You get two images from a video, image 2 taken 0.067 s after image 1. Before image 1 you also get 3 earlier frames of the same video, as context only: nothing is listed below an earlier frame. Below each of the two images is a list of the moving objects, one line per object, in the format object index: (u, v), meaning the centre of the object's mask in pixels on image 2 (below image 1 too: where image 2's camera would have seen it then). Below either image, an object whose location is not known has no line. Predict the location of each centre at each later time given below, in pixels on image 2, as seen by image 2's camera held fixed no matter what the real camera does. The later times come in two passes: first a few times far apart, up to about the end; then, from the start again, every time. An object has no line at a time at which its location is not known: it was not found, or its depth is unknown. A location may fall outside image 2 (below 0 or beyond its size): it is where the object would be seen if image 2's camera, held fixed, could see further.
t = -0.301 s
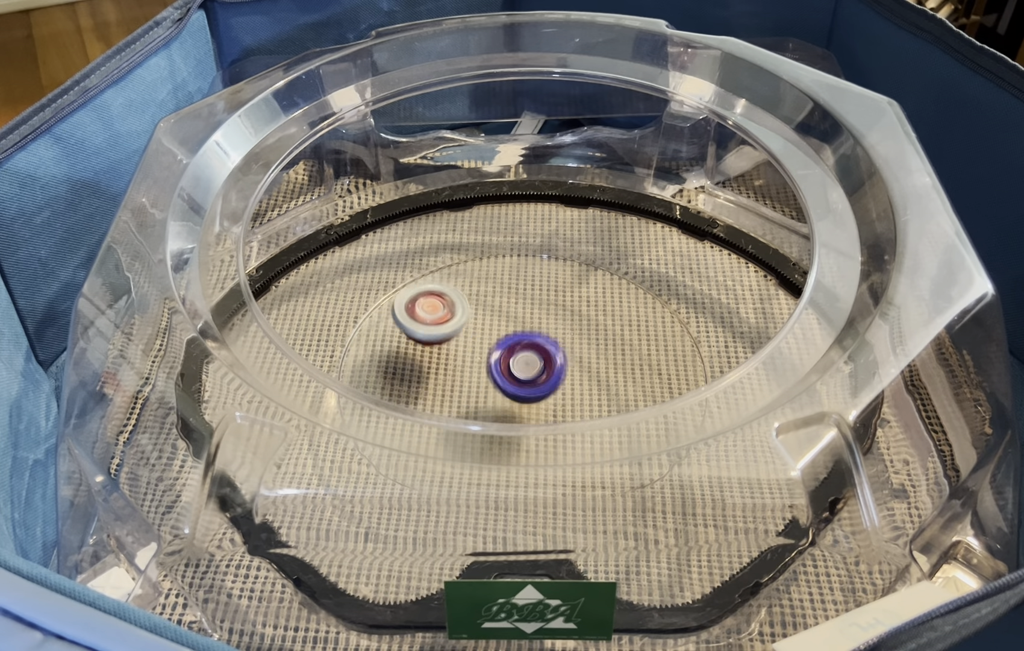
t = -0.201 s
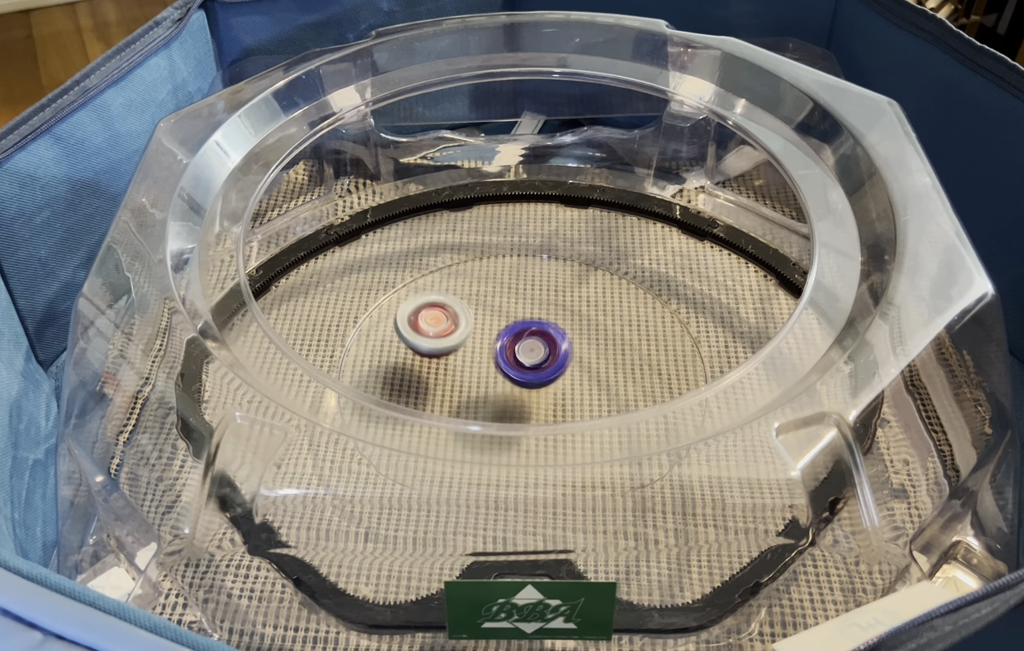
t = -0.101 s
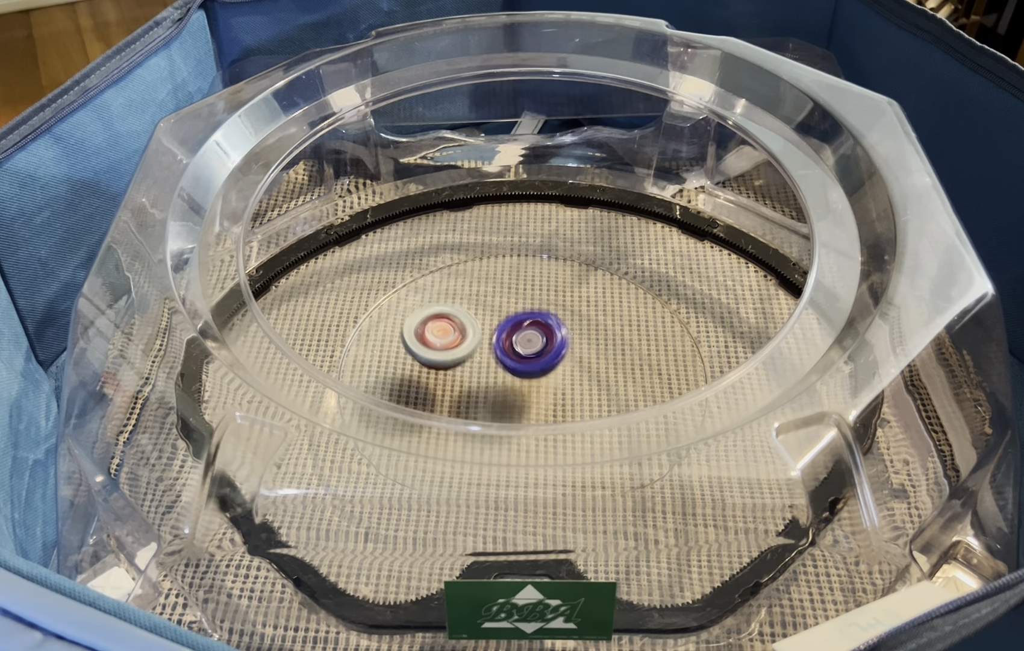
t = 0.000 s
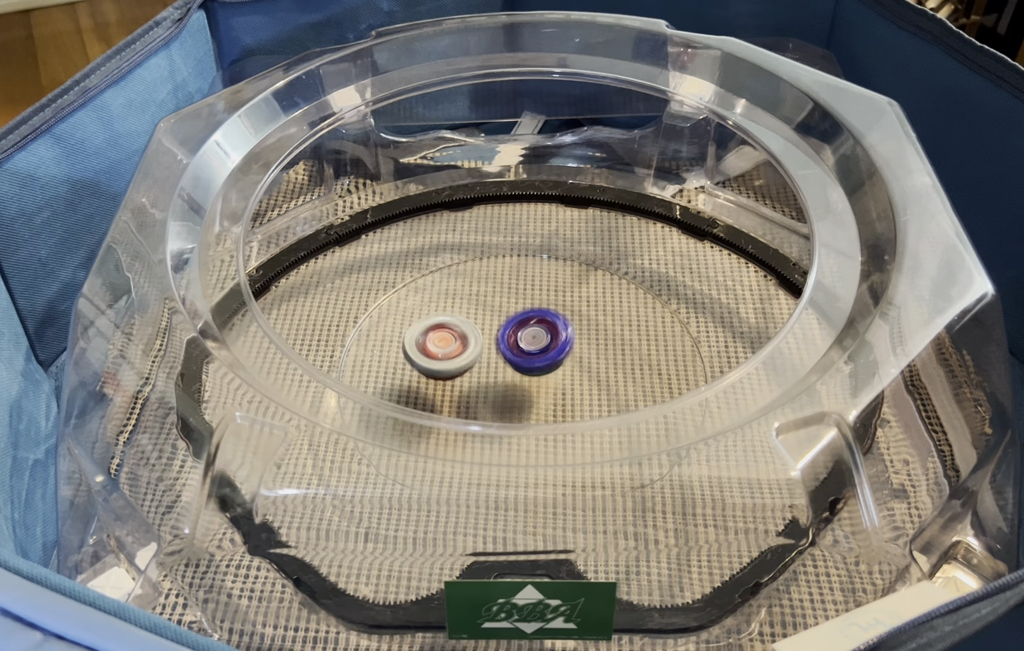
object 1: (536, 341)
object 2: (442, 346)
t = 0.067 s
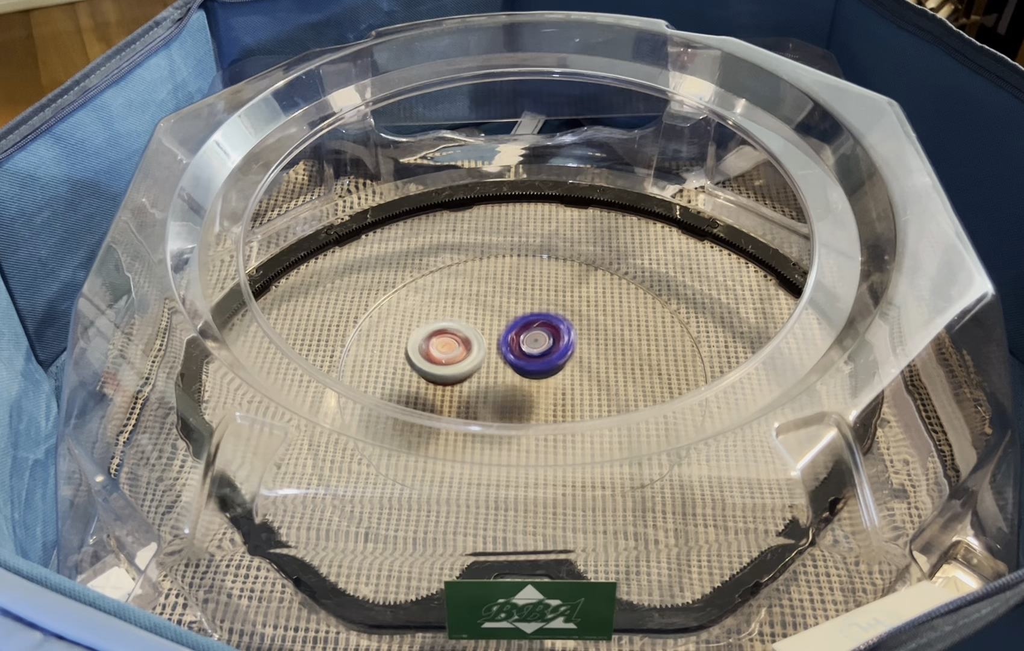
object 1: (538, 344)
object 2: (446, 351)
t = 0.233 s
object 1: (603, 351)
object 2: (363, 356)
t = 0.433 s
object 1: (622, 365)
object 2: (303, 355)
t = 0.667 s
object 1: (564, 372)
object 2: (263, 333)
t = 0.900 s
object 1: (495, 367)
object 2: (272, 314)
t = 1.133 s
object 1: (444, 341)
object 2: (316, 315)
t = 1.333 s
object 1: (432, 314)
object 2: (371, 353)
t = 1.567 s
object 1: (451, 314)
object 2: (430, 392)
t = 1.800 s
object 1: (483, 334)
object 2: (464, 419)
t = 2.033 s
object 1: (538, 352)
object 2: (456, 436)
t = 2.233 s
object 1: (558, 348)
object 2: (422, 448)
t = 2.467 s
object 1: (509, 366)
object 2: (445, 416)
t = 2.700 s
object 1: (493, 336)
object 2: (455, 393)
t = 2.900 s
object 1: (491, 306)
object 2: (489, 389)
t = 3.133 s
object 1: (506, 294)
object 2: (523, 388)
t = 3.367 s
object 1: (518, 314)
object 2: (529, 381)
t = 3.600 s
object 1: (518, 269)
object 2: (498, 463)
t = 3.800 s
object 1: (492, 280)
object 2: (490, 455)
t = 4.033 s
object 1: (468, 309)
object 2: (494, 397)
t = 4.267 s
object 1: (440, 342)
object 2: (534, 372)
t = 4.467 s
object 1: (417, 364)
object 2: (554, 365)
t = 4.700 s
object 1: (406, 376)
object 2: (534, 367)
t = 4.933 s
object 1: (431, 382)
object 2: (500, 363)
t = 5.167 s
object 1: (404, 396)
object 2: (600, 292)
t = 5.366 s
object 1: (426, 401)
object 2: (607, 279)
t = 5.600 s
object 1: (472, 396)
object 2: (572, 309)
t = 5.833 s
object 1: (491, 457)
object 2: (496, 346)
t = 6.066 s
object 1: (484, 471)
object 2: (448, 354)
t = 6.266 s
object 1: (463, 456)
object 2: (463, 357)
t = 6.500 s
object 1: (473, 399)
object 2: (516, 365)
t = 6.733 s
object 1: (483, 383)
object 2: (569, 366)
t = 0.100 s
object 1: (537, 346)
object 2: (449, 354)
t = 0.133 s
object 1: (535, 348)
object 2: (452, 357)
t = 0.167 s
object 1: (552, 349)
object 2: (434, 356)
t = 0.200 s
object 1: (580, 349)
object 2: (395, 355)
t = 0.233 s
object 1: (603, 351)
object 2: (363, 356)
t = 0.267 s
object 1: (619, 354)
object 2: (344, 355)
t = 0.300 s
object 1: (626, 357)
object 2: (339, 355)
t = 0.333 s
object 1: (628, 359)
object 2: (337, 354)
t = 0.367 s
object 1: (629, 361)
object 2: (328, 354)
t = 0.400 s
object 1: (627, 363)
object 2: (314, 357)
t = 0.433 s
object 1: (622, 365)
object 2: (303, 355)
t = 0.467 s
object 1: (616, 366)
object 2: (294, 352)
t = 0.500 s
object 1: (609, 367)
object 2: (287, 348)
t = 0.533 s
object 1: (601, 368)
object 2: (281, 344)
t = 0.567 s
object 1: (593, 368)
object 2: (277, 342)
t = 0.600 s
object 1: (584, 370)
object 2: (273, 340)
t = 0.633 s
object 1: (575, 371)
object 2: (268, 337)
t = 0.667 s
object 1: (564, 372)
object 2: (263, 333)
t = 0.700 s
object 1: (555, 374)
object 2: (260, 328)
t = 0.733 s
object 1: (545, 373)
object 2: (259, 324)
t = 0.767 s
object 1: (534, 373)
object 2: (259, 322)
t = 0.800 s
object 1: (525, 373)
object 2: (261, 320)
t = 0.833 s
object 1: (515, 371)
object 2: (264, 318)
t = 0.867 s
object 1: (505, 369)
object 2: (267, 316)
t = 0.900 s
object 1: (495, 367)
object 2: (272, 314)
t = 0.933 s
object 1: (486, 364)
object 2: (277, 313)
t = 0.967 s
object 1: (478, 361)
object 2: (282, 312)
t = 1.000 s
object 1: (470, 357)
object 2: (288, 312)
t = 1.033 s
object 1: (462, 354)
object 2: (295, 312)
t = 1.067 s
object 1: (455, 349)
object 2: (303, 311)
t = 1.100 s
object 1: (449, 345)
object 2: (309, 313)
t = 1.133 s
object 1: (444, 341)
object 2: (316, 315)
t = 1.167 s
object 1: (439, 336)
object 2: (322, 317)
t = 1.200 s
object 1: (436, 331)
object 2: (330, 319)
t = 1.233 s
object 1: (434, 327)
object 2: (337, 324)
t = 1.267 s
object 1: (433, 322)
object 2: (349, 333)
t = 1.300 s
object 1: (432, 318)
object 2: (362, 343)
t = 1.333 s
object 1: (432, 314)
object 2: (371, 353)
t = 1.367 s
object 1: (434, 312)
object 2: (380, 362)
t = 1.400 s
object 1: (436, 311)
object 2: (389, 369)
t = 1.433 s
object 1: (438, 310)
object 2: (398, 375)
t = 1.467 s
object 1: (441, 310)
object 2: (406, 379)
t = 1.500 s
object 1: (444, 310)
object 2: (415, 385)
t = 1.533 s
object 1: (447, 312)
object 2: (423, 388)
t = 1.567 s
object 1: (451, 314)
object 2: (430, 392)
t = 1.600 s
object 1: (453, 316)
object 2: (432, 404)
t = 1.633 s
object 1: (456, 319)
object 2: (439, 407)
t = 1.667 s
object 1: (459, 321)
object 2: (445, 412)
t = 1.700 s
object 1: (463, 323)
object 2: (450, 413)
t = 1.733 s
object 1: (470, 326)
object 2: (455, 417)
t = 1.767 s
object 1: (476, 330)
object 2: (460, 418)
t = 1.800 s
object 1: (483, 334)
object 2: (464, 419)
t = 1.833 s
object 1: (489, 339)
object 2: (467, 420)
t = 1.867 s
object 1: (495, 344)
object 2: (471, 420)
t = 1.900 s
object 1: (501, 349)
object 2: (473, 420)
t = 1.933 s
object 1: (507, 355)
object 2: (476, 418)
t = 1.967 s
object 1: (512, 359)
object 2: (478, 416)
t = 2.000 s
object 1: (523, 361)
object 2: (474, 419)
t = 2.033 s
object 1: (538, 352)
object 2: (456, 436)
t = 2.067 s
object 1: (549, 344)
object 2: (441, 449)
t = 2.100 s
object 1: (556, 340)
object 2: (431, 450)
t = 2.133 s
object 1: (561, 340)
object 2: (426, 450)
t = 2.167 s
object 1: (564, 341)
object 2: (423, 449)
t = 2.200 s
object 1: (562, 344)
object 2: (422, 448)
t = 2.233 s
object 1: (558, 348)
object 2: (422, 448)
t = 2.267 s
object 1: (552, 351)
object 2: (422, 447)
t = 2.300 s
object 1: (546, 354)
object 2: (424, 446)
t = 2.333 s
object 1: (540, 357)
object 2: (426, 445)
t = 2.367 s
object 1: (532, 360)
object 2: (430, 435)
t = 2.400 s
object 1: (525, 363)
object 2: (435, 429)
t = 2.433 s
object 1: (517, 364)
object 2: (439, 426)
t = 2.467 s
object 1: (509, 366)
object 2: (445, 416)
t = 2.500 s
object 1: (501, 366)
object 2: (451, 409)
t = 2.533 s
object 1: (498, 363)
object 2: (452, 407)
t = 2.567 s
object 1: (496, 358)
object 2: (453, 396)
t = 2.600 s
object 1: (493, 354)
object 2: (454, 395)
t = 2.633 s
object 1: (492, 349)
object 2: (455, 393)
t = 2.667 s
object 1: (493, 342)
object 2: (454, 393)
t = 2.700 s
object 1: (493, 336)
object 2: (455, 393)
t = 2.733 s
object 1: (492, 330)
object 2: (457, 392)
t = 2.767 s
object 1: (490, 325)
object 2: (462, 391)
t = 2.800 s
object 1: (490, 320)
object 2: (468, 390)
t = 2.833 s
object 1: (489, 315)
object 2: (475, 390)
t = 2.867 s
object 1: (490, 310)
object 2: (483, 389)
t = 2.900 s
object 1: (491, 306)
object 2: (489, 389)
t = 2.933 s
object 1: (492, 302)
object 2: (496, 389)
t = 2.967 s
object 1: (494, 299)
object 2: (501, 389)
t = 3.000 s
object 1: (495, 297)
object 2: (506, 389)
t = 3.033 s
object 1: (497, 295)
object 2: (511, 389)
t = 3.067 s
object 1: (500, 294)
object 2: (516, 388)
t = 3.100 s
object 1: (503, 293)
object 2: (520, 388)
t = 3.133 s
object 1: (506, 294)
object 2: (523, 388)
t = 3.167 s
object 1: (508, 295)
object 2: (525, 387)
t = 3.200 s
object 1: (511, 297)
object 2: (527, 387)
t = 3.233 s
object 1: (513, 299)
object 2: (528, 385)
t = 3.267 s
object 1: (515, 302)
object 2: (529, 385)
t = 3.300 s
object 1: (516, 305)
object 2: (529, 384)
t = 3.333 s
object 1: (517, 309)
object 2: (529, 383)
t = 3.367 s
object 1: (518, 314)
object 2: (529, 381)
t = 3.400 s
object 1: (518, 318)
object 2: (528, 380)
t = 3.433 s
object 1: (519, 309)
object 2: (524, 391)
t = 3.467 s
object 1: (520, 290)
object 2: (521, 407)
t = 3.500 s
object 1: (521, 277)
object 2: (514, 441)
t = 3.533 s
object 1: (521, 270)
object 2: (508, 459)
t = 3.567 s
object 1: (520, 269)
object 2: (502, 462)
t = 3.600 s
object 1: (518, 269)
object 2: (498, 463)
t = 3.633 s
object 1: (514, 270)
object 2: (497, 466)
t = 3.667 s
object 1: (509, 270)
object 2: (495, 465)
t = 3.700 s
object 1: (504, 271)
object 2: (493, 461)
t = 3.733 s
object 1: (500, 273)
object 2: (491, 459)
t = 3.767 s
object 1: (496, 276)
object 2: (490, 457)
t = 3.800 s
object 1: (492, 280)
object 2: (490, 455)
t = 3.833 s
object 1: (488, 283)
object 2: (489, 453)
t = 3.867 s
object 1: (485, 287)
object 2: (486, 444)
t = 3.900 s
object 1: (482, 291)
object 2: (486, 434)
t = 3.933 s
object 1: (479, 295)
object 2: (485, 422)
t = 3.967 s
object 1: (475, 299)
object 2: (487, 417)
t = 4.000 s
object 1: (472, 304)
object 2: (491, 408)
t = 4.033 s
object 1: (468, 309)
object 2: (494, 397)
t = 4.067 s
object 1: (464, 314)
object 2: (500, 394)
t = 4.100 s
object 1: (461, 319)
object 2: (505, 390)
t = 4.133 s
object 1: (457, 324)
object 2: (511, 387)
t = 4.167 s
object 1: (452, 329)
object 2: (517, 383)
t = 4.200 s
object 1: (448, 333)
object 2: (521, 379)
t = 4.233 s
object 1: (444, 338)
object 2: (528, 375)
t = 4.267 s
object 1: (440, 342)
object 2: (534, 372)
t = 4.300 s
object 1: (436, 346)
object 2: (540, 370)
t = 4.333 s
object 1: (432, 350)
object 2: (545, 369)
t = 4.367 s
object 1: (427, 354)
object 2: (549, 367)
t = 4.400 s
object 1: (423, 358)
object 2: (552, 366)
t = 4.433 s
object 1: (420, 361)
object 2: (553, 367)
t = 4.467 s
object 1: (417, 364)
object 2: (554, 365)
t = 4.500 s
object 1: (414, 366)
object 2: (554, 365)
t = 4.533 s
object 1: (411, 369)
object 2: (552, 366)
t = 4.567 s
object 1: (409, 371)
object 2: (551, 365)
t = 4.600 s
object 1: (407, 373)
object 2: (547, 365)
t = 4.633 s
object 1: (406, 374)
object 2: (543, 367)
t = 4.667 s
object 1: (406, 375)
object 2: (539, 366)
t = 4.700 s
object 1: (406, 376)
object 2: (534, 367)
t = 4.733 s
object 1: (408, 377)
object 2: (529, 367)
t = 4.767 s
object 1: (410, 379)
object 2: (524, 367)
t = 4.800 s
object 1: (413, 380)
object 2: (519, 367)
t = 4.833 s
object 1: (417, 380)
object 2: (514, 367)
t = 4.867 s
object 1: (421, 381)
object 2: (510, 366)
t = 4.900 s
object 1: (425, 381)
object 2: (503, 365)
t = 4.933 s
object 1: (431, 382)
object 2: (500, 363)
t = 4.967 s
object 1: (435, 383)
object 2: (496, 360)
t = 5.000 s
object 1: (423, 384)
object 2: (519, 346)
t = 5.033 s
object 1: (409, 385)
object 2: (542, 333)
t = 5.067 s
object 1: (404, 386)
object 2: (565, 324)
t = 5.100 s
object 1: (403, 387)
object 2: (579, 314)
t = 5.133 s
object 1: (403, 394)
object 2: (592, 300)
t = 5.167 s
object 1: (404, 396)
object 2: (600, 292)
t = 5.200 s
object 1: (406, 398)
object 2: (606, 285)
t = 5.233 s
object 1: (408, 400)
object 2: (609, 280)
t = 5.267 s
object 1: (412, 401)
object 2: (612, 278)
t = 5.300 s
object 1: (416, 402)
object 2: (612, 278)
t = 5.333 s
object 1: (421, 402)
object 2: (610, 277)
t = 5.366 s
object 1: (426, 401)
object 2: (607, 279)
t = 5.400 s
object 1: (432, 401)
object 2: (602, 279)
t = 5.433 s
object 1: (439, 395)
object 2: (598, 282)
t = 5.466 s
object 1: (444, 395)
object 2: (593, 284)
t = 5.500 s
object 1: (449, 395)
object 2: (588, 289)
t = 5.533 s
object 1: (456, 395)
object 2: (583, 296)
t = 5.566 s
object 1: (465, 395)
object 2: (578, 303)
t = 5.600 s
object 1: (472, 396)
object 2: (572, 309)
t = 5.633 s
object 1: (479, 396)
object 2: (564, 315)
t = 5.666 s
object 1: (487, 396)
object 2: (552, 328)
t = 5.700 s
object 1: (493, 396)
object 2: (540, 334)
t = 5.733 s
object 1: (500, 396)
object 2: (526, 349)
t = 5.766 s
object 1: (502, 402)
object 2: (512, 352)
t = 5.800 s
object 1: (496, 436)
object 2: (502, 346)
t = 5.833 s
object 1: (491, 457)
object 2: (496, 346)
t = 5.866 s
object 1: (489, 462)
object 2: (487, 338)
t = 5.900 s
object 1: (488, 465)
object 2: (480, 348)
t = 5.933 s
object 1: (490, 467)
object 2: (471, 339)
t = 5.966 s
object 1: (489, 469)
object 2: (467, 349)
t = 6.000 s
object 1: (488, 472)
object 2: (457, 352)
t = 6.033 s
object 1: (486, 472)
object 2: (452, 357)
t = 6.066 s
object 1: (484, 471)
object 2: (448, 354)
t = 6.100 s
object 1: (481, 468)
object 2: (445, 353)
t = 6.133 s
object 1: (477, 466)
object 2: (443, 356)
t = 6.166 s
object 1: (473, 464)
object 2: (447, 356)
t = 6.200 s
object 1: (468, 461)
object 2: (455, 348)
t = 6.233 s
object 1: (465, 458)
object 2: (458, 351)
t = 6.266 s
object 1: (463, 456)
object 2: (463, 357)
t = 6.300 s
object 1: (463, 454)
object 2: (471, 357)
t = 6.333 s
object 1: (463, 451)
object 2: (476, 360)
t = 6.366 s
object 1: (464, 436)
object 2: (483, 360)
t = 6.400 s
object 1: (467, 420)
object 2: (490, 360)
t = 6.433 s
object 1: (472, 419)
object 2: (497, 362)
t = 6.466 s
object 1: (477, 411)
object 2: (504, 363)
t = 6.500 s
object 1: (473, 399)
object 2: (516, 365)
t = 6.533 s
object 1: (471, 396)
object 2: (531, 370)
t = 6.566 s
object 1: (474, 394)
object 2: (542, 370)
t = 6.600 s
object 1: (481, 391)
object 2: (546, 368)
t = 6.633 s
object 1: (488, 389)
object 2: (548, 366)
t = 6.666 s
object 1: (485, 388)
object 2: (557, 372)
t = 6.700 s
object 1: (482, 386)
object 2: (566, 366)
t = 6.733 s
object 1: (483, 383)
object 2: (569, 366)
